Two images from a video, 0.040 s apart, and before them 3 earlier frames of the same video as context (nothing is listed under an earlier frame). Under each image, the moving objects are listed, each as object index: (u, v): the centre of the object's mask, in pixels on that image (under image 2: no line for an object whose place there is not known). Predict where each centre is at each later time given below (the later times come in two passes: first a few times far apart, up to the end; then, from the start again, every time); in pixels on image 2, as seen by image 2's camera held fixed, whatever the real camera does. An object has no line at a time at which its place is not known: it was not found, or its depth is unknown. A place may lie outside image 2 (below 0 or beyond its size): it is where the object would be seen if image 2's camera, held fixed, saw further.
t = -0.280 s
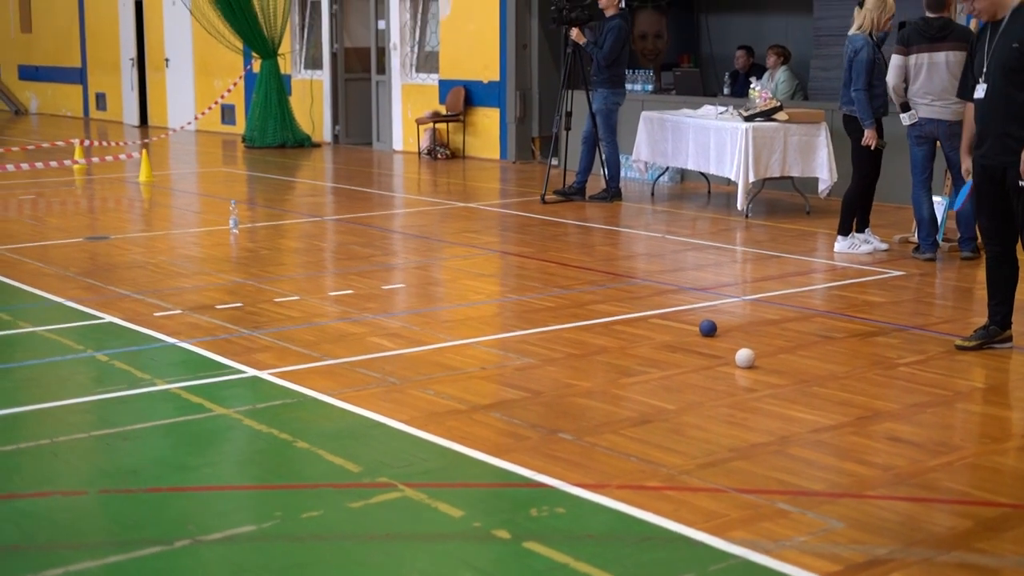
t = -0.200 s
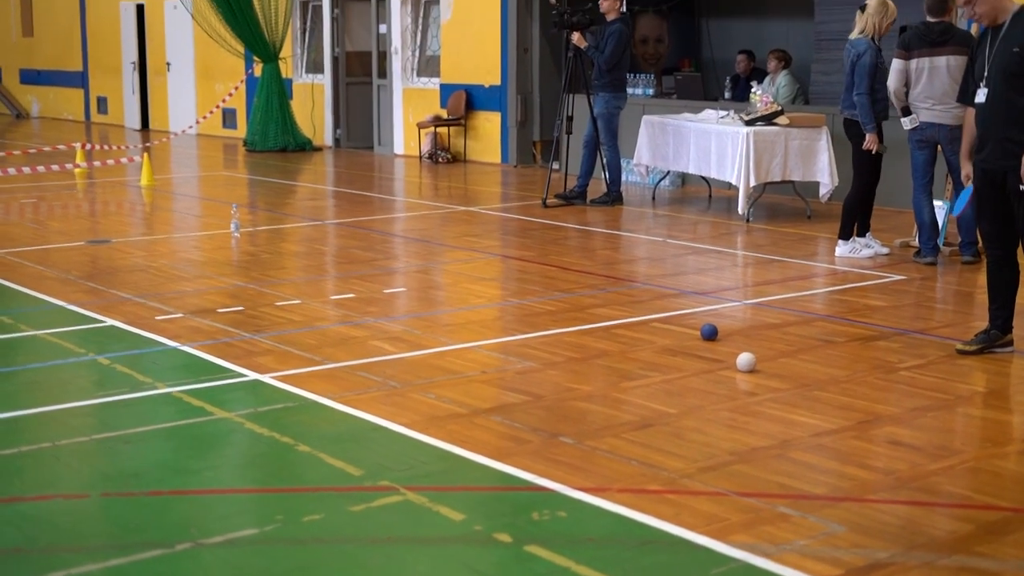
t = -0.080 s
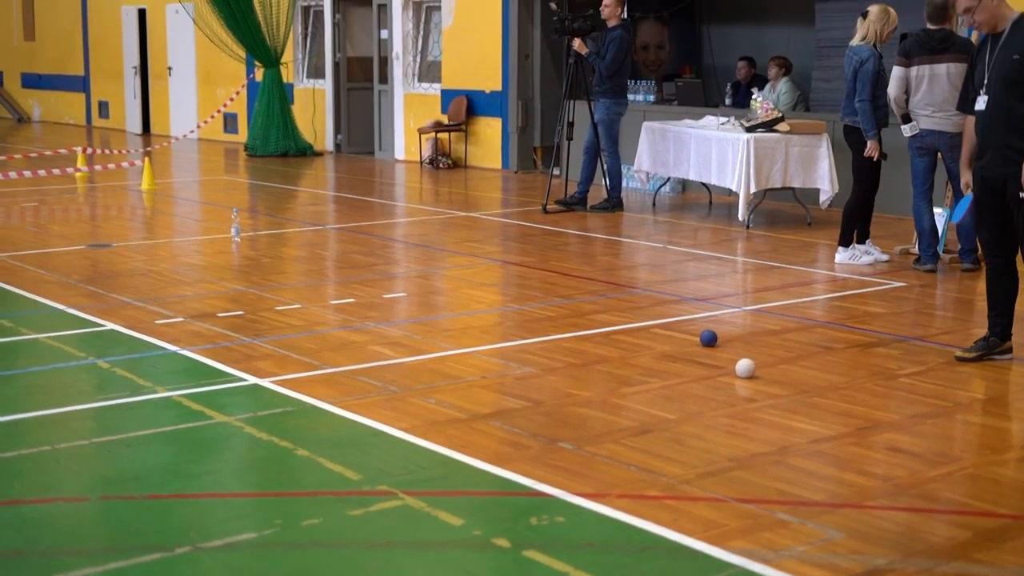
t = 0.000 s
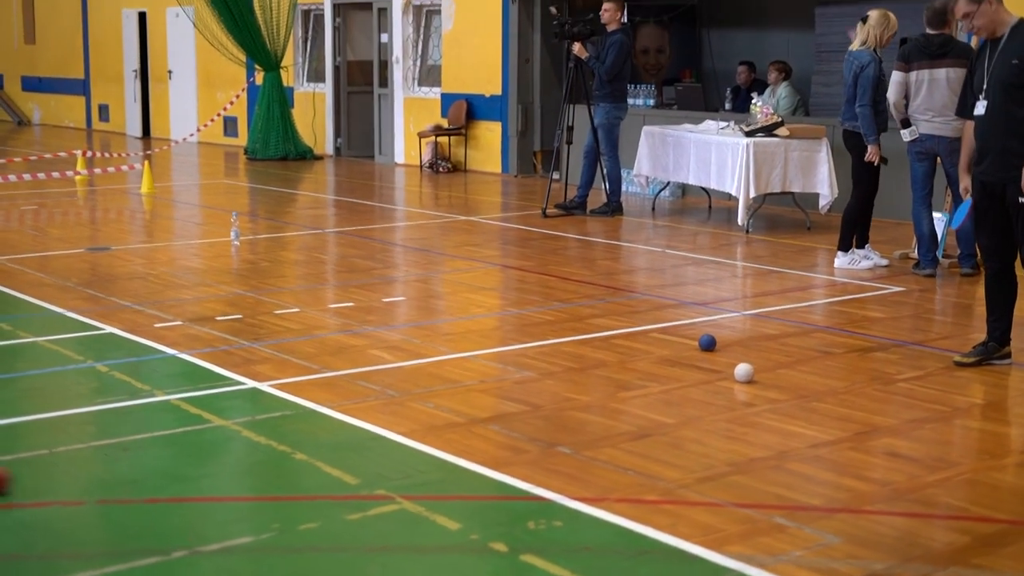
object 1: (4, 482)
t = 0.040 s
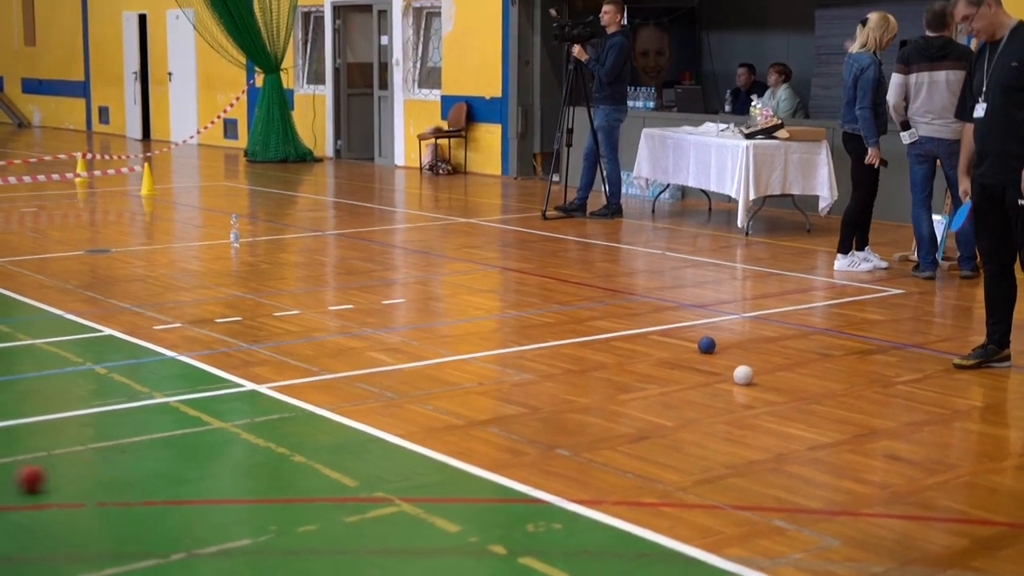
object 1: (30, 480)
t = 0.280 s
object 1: (225, 455)
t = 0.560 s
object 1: (413, 433)
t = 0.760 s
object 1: (524, 419)
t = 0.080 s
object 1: (65, 475)
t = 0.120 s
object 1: (99, 470)
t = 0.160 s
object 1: (132, 466)
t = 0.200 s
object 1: (164, 463)
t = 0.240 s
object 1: (195, 458)
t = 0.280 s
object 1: (225, 455)
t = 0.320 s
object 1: (253, 452)
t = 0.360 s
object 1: (283, 448)
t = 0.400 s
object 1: (309, 444)
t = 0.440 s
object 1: (336, 441)
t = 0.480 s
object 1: (362, 439)
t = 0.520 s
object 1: (387, 435)
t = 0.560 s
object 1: (413, 433)
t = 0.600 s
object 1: (436, 430)
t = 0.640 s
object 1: (459, 427)
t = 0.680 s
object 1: (481, 424)
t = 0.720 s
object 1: (502, 421)
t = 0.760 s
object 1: (524, 419)
